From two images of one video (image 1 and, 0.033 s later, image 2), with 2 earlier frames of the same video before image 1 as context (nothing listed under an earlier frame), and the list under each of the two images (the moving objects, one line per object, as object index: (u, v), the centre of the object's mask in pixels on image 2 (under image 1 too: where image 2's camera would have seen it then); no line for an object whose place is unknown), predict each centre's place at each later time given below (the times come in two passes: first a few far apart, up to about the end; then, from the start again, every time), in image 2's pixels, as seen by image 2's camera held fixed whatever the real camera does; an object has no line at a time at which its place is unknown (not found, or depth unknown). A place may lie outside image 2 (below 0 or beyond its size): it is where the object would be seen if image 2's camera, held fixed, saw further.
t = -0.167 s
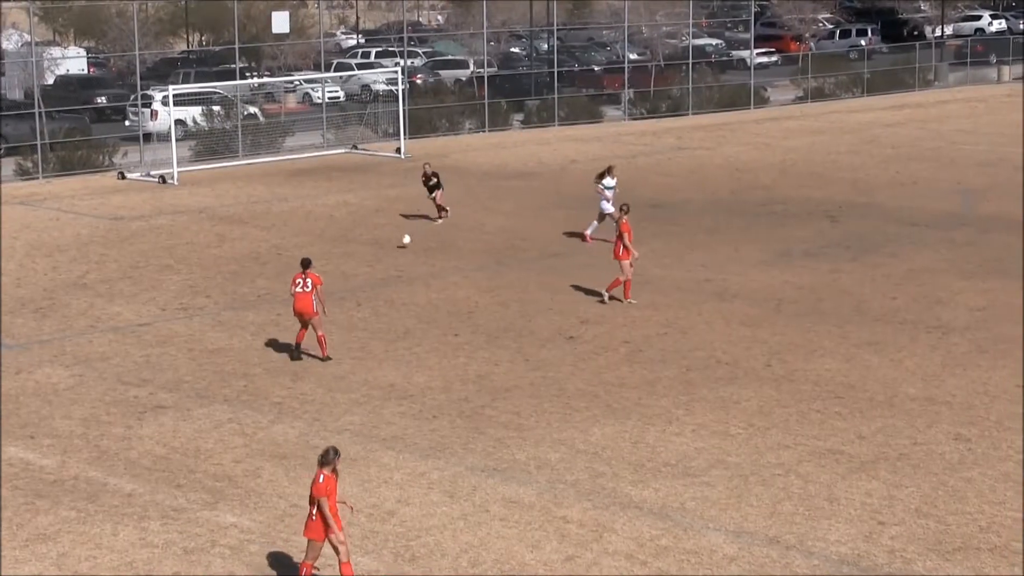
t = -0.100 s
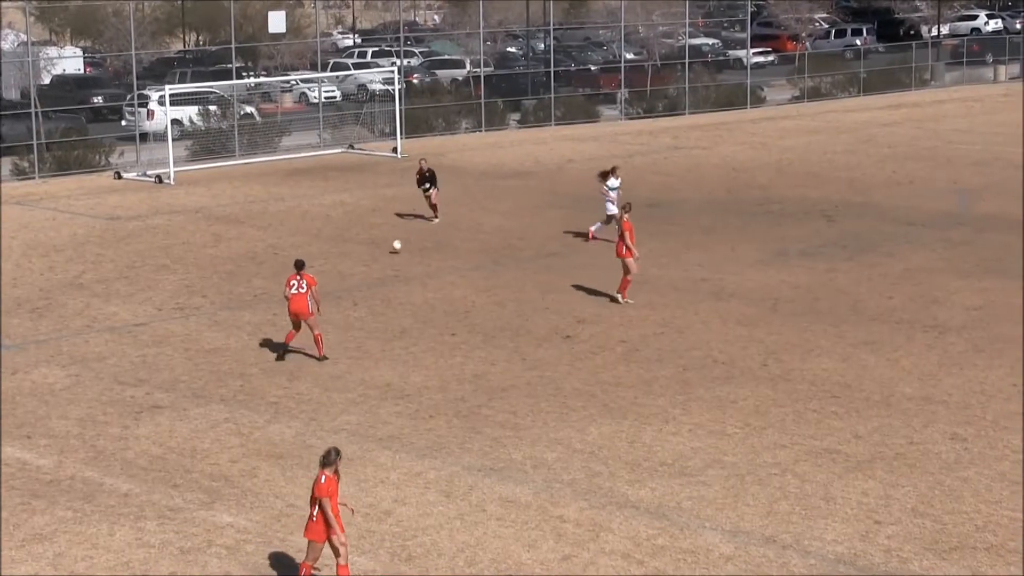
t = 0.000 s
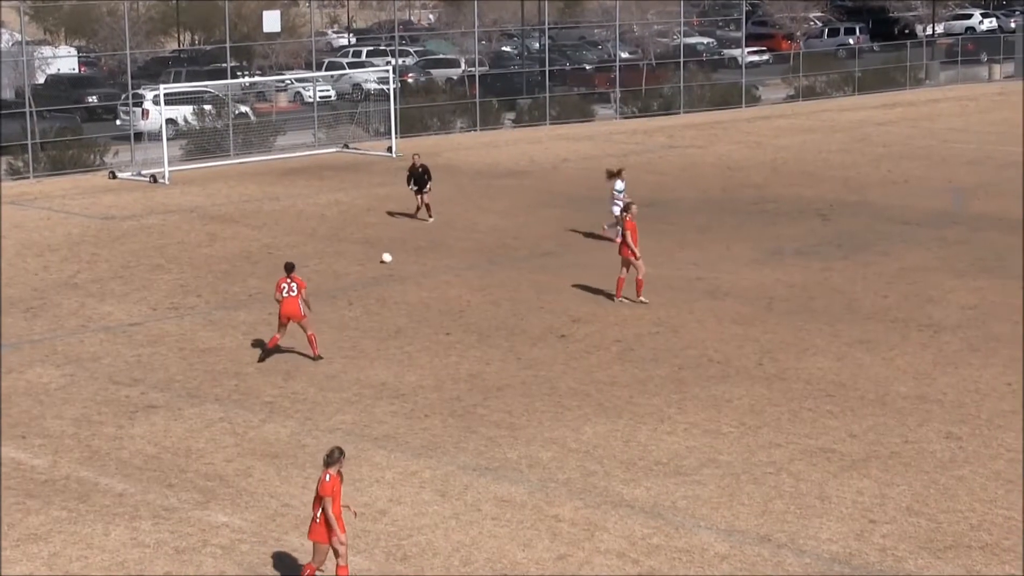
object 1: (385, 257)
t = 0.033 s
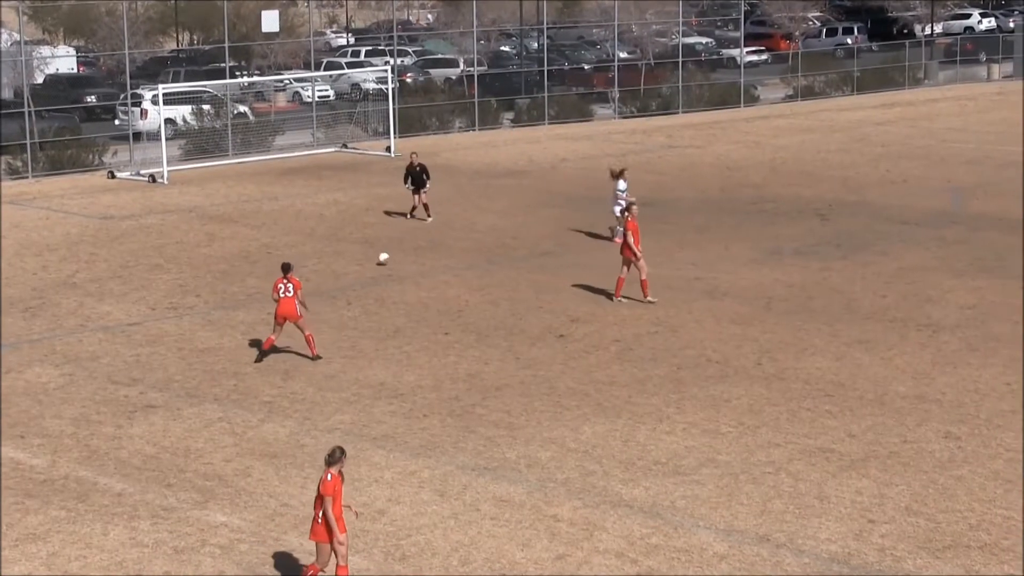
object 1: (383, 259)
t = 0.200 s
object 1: (374, 271)
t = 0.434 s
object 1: (364, 290)
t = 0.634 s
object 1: (354, 304)
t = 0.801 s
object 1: (345, 321)
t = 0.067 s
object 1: (381, 260)
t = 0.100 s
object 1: (379, 263)
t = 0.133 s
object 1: (378, 265)
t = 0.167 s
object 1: (376, 268)
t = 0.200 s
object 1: (374, 271)
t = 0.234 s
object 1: (374, 275)
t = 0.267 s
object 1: (371, 279)
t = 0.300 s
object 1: (369, 280)
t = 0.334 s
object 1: (368, 282)
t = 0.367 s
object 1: (366, 284)
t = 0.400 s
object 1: (366, 287)
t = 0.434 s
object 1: (364, 290)
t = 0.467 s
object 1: (363, 293)
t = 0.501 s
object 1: (361, 297)
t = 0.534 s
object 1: (359, 299)
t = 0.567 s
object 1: (358, 300)
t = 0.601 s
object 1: (355, 303)
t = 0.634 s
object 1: (354, 304)
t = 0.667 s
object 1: (353, 307)
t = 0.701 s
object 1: (351, 311)
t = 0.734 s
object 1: (349, 316)
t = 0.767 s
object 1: (347, 319)
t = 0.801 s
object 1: (345, 321)
